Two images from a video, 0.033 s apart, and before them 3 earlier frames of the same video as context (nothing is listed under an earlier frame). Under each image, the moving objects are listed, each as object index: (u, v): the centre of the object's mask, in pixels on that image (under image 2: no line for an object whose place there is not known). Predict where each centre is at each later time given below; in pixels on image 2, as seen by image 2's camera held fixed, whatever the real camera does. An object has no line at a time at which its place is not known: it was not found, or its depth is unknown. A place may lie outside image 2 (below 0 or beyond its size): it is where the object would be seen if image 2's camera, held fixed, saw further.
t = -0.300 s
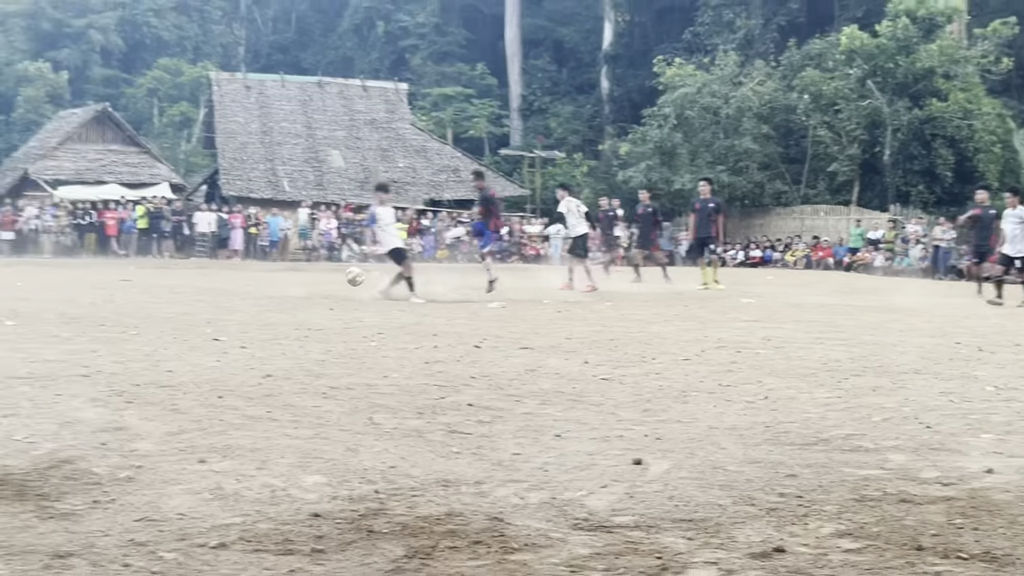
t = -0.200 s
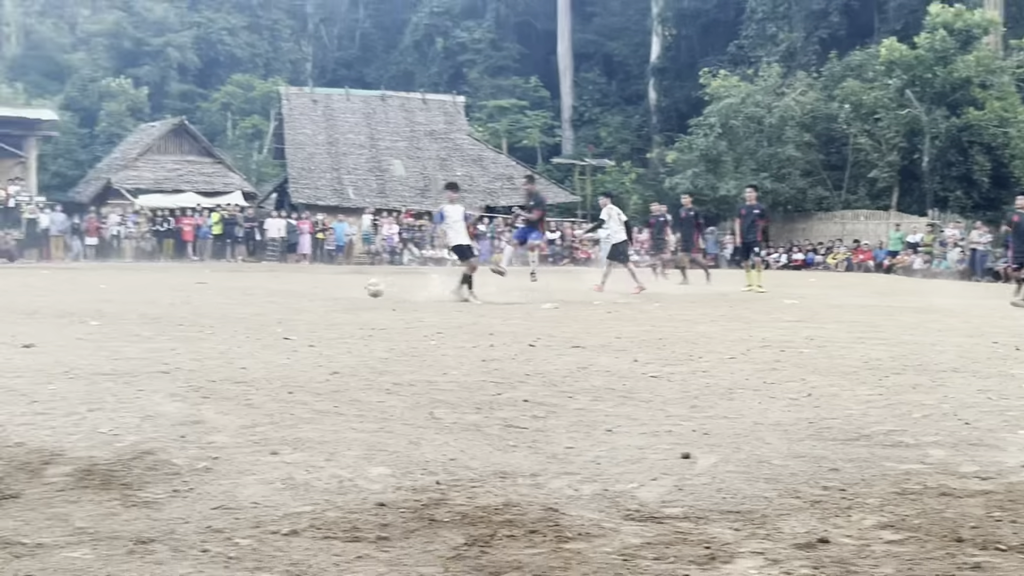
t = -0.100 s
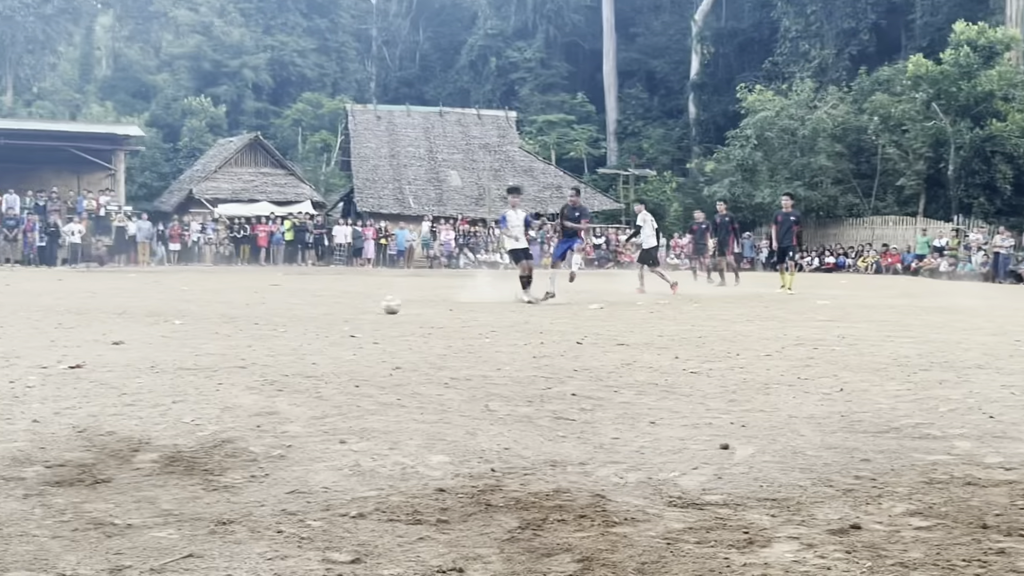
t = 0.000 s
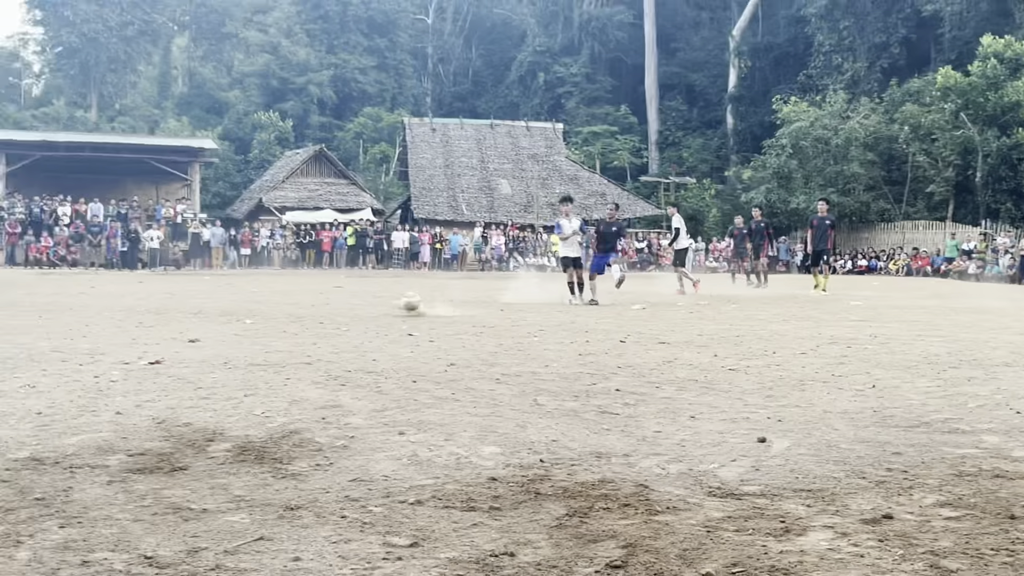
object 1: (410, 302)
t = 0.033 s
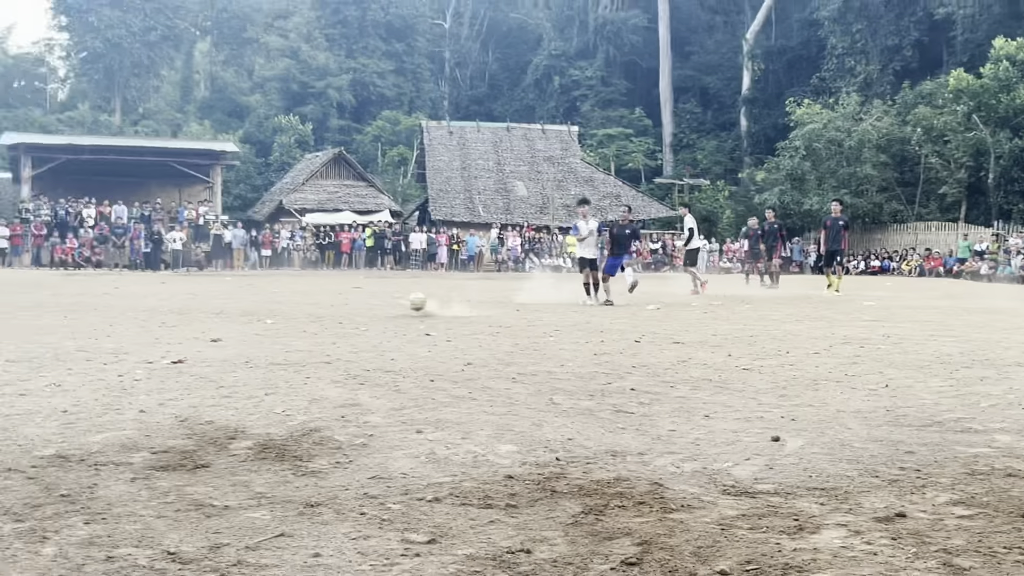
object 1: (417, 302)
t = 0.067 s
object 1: (407, 302)
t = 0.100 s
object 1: (398, 304)
